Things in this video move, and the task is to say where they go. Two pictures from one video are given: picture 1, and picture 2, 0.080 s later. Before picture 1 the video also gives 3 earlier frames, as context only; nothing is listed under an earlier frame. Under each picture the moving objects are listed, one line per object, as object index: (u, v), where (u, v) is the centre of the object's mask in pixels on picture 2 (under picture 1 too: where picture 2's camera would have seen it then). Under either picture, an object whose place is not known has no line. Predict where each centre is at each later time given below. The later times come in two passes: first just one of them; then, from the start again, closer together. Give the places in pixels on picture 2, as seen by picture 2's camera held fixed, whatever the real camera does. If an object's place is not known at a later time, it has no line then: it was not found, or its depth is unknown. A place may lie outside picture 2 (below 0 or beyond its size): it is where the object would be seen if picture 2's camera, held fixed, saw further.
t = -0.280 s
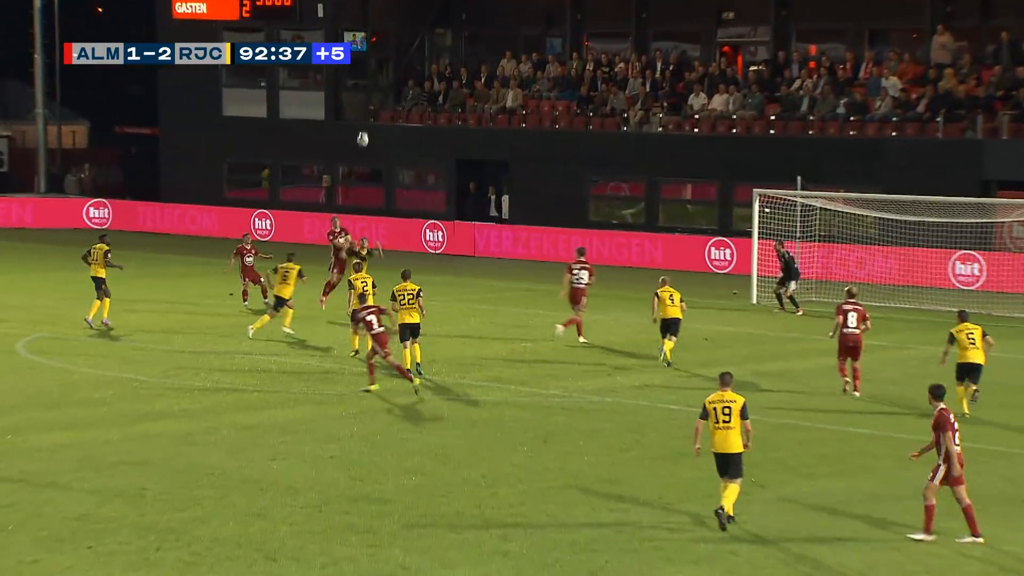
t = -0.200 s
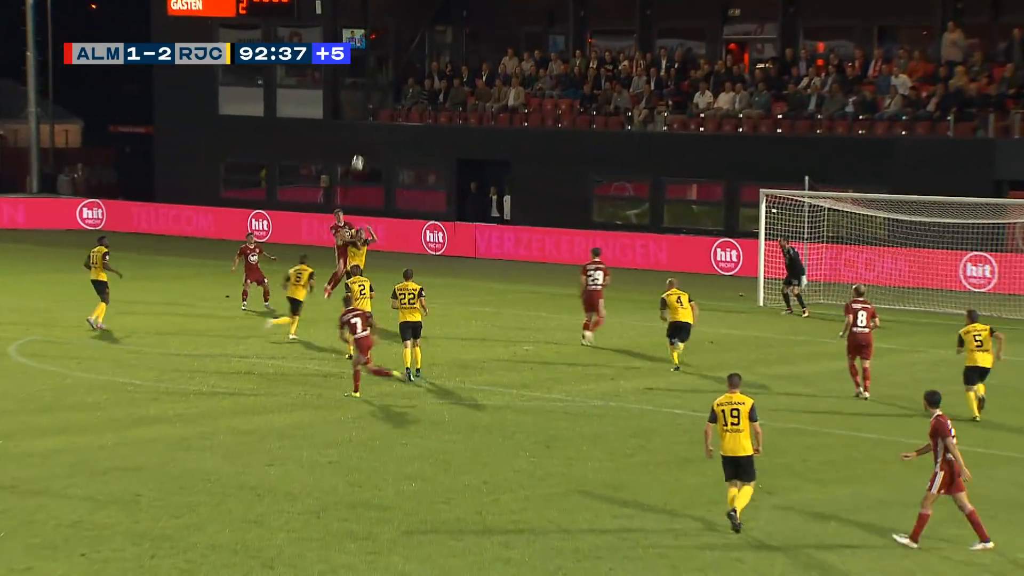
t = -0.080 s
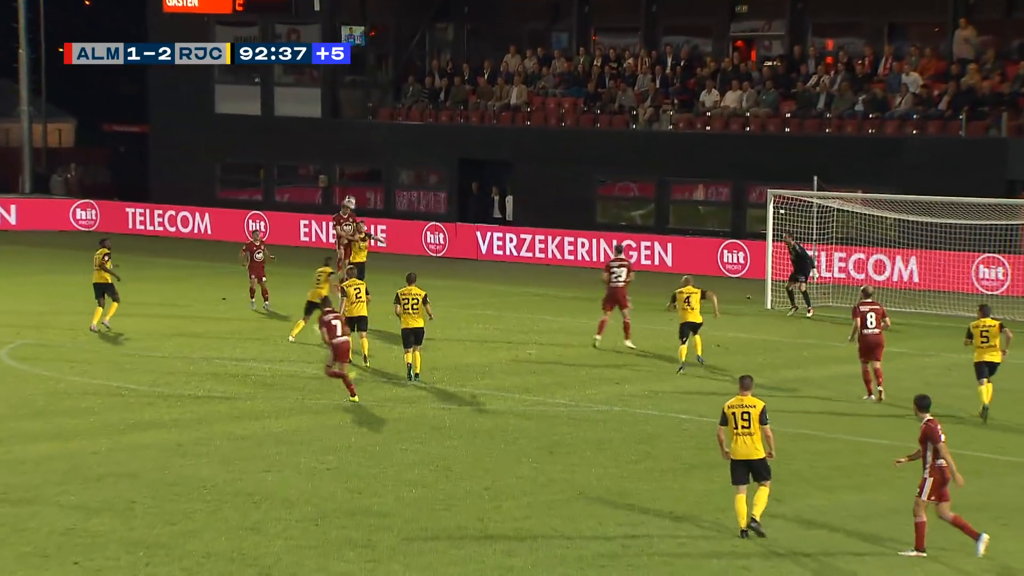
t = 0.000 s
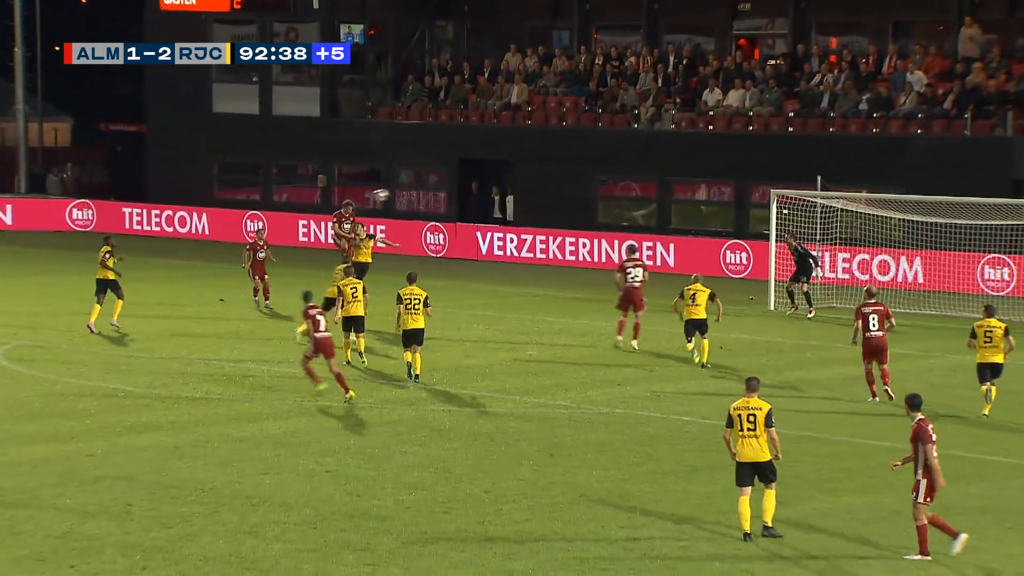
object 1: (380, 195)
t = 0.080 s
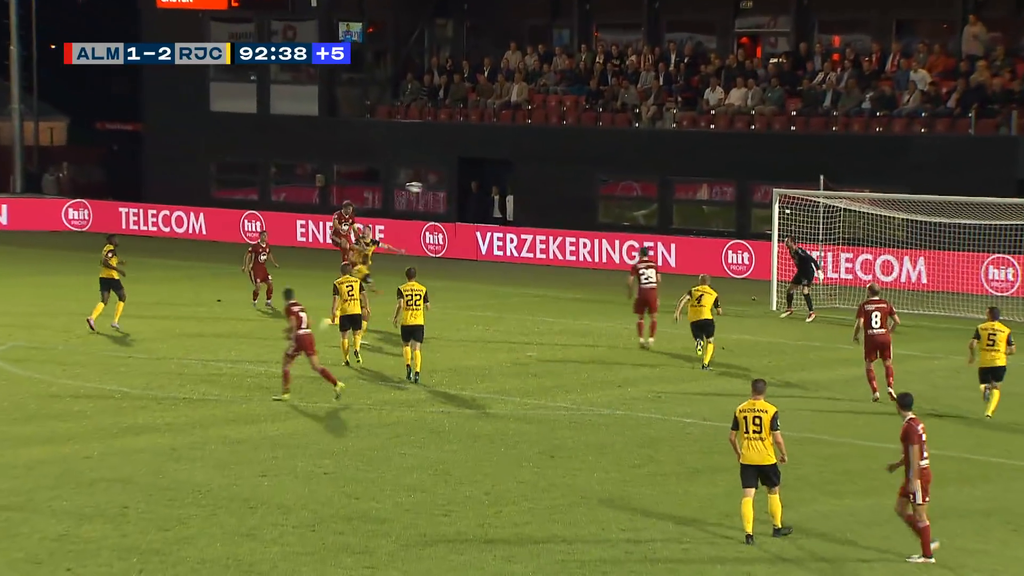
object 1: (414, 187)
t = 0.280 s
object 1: (502, 186)
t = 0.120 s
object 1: (431, 186)
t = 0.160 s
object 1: (449, 185)
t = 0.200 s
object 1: (466, 185)
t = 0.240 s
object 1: (485, 185)
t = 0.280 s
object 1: (502, 186)
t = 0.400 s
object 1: (556, 194)
